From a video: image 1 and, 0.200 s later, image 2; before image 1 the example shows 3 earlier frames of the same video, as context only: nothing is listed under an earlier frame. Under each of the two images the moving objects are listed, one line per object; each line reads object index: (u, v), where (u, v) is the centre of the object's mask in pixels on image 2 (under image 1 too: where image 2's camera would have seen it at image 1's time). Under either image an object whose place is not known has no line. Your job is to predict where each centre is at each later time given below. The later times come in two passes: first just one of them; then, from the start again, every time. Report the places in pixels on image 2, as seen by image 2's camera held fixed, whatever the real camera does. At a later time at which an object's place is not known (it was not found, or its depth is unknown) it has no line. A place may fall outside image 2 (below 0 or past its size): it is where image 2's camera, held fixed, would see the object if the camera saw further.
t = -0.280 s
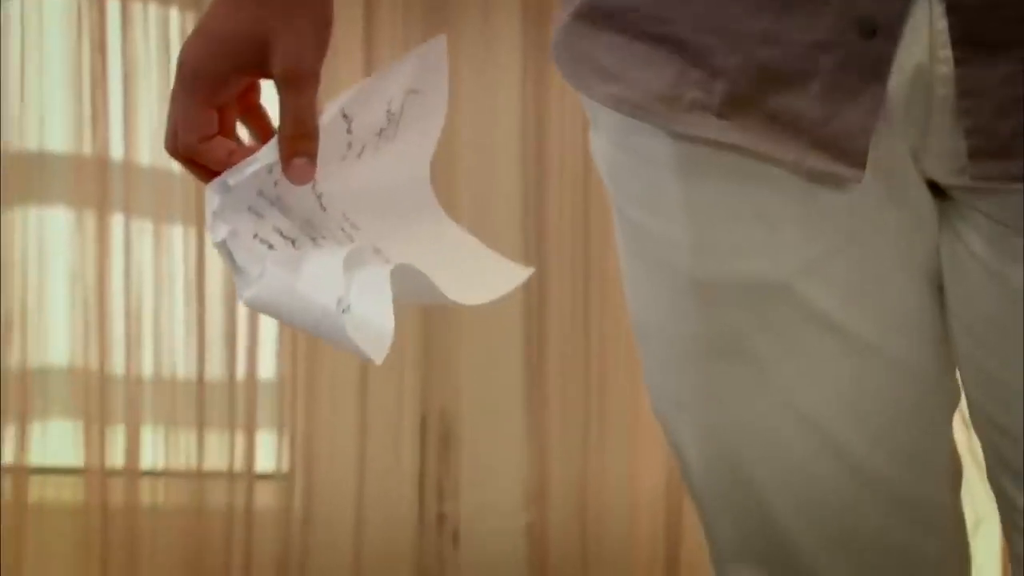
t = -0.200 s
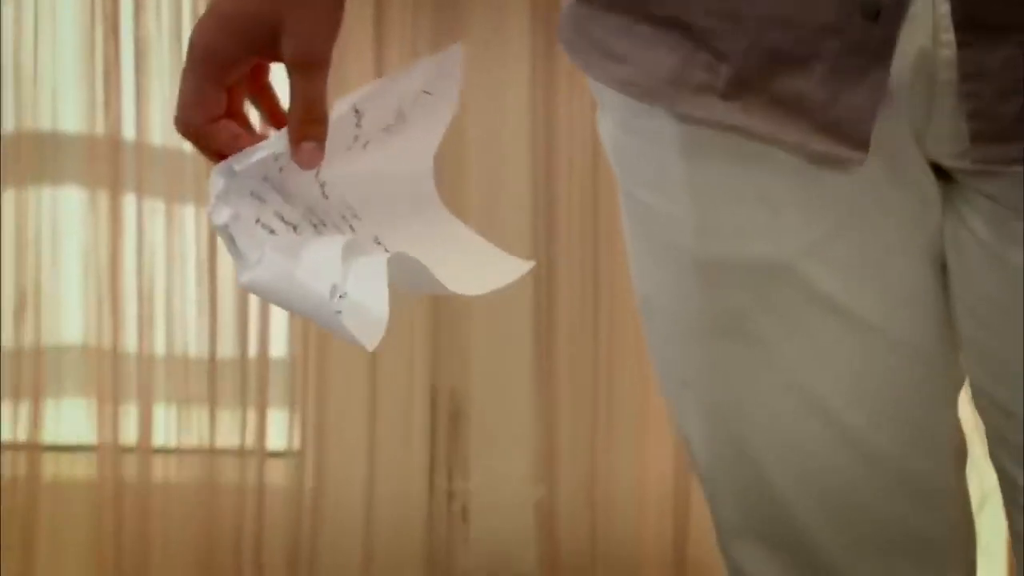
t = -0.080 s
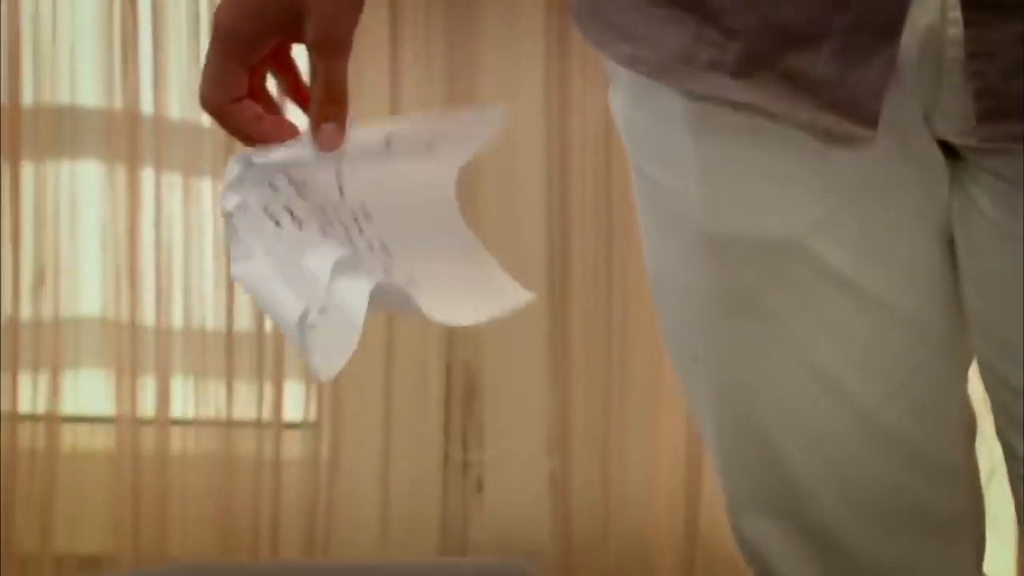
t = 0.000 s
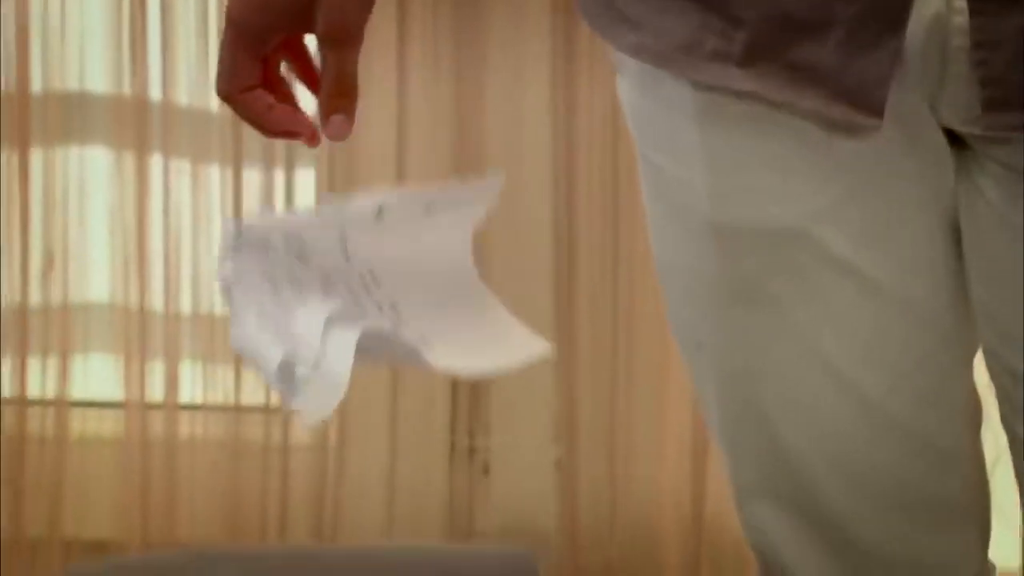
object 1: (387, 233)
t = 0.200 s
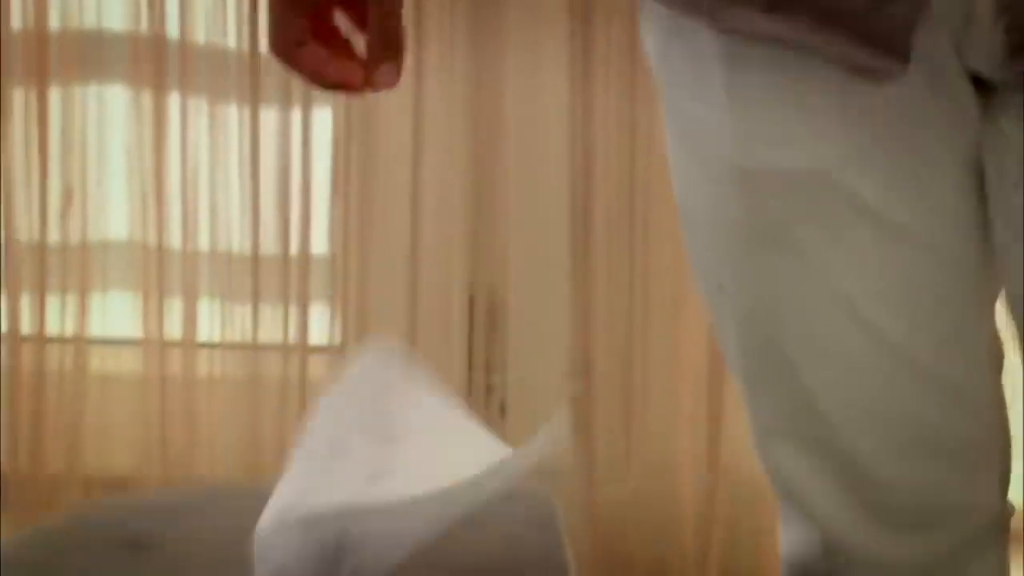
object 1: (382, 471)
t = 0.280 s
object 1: (406, 508)
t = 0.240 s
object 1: (389, 486)
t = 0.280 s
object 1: (406, 508)
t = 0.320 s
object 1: (410, 527)
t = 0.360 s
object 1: (423, 539)
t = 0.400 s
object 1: (424, 536)
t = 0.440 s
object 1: (422, 536)
